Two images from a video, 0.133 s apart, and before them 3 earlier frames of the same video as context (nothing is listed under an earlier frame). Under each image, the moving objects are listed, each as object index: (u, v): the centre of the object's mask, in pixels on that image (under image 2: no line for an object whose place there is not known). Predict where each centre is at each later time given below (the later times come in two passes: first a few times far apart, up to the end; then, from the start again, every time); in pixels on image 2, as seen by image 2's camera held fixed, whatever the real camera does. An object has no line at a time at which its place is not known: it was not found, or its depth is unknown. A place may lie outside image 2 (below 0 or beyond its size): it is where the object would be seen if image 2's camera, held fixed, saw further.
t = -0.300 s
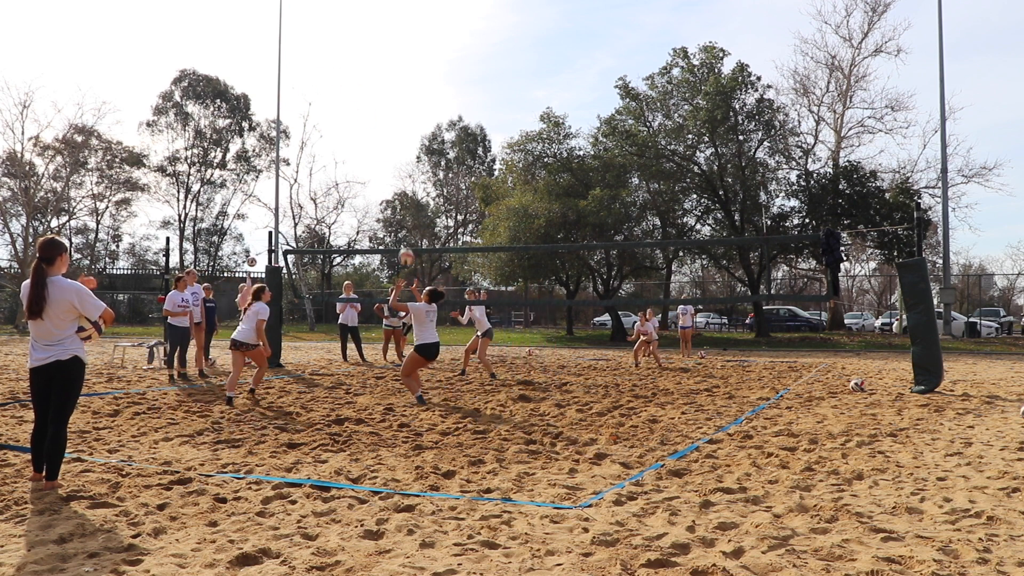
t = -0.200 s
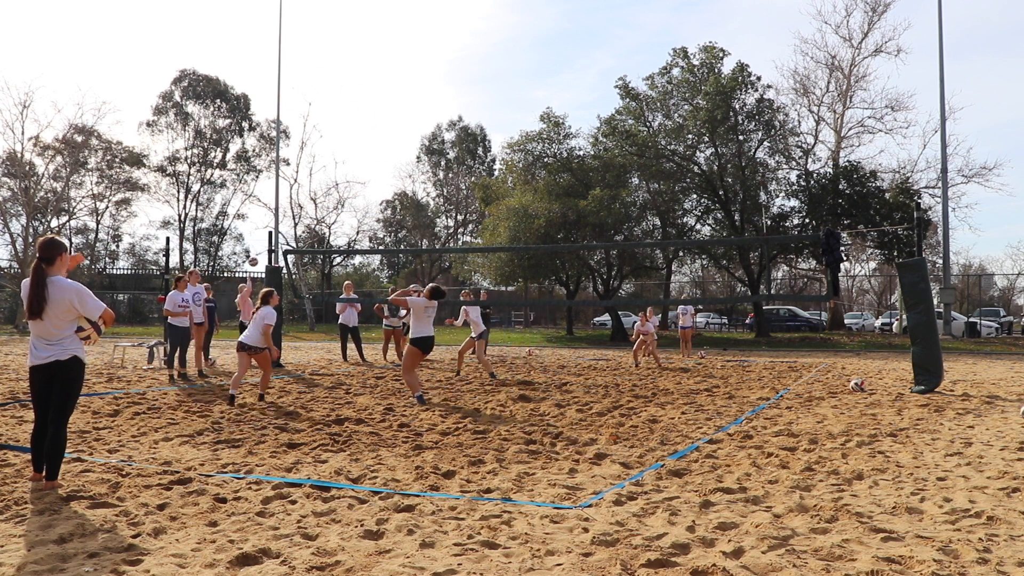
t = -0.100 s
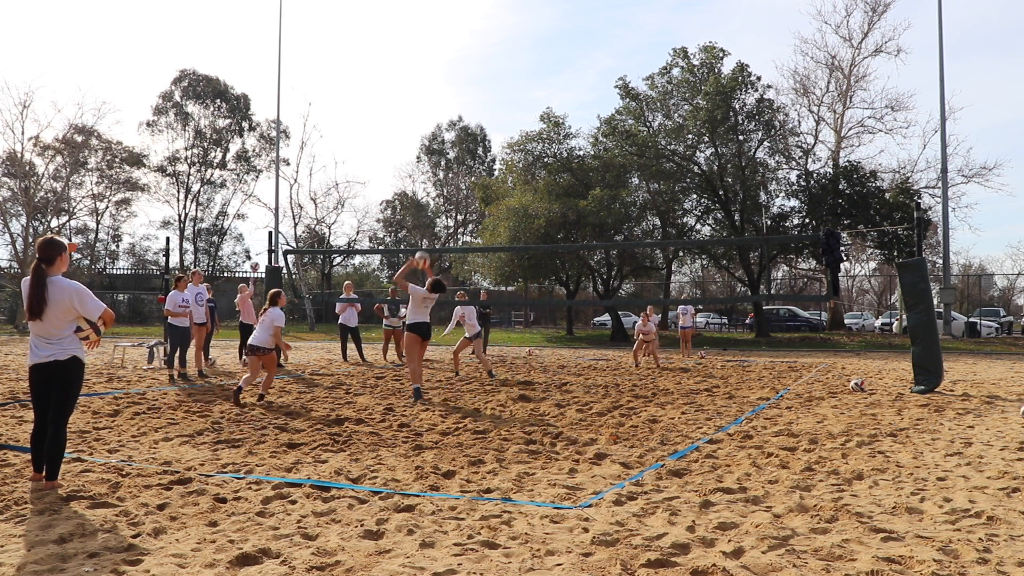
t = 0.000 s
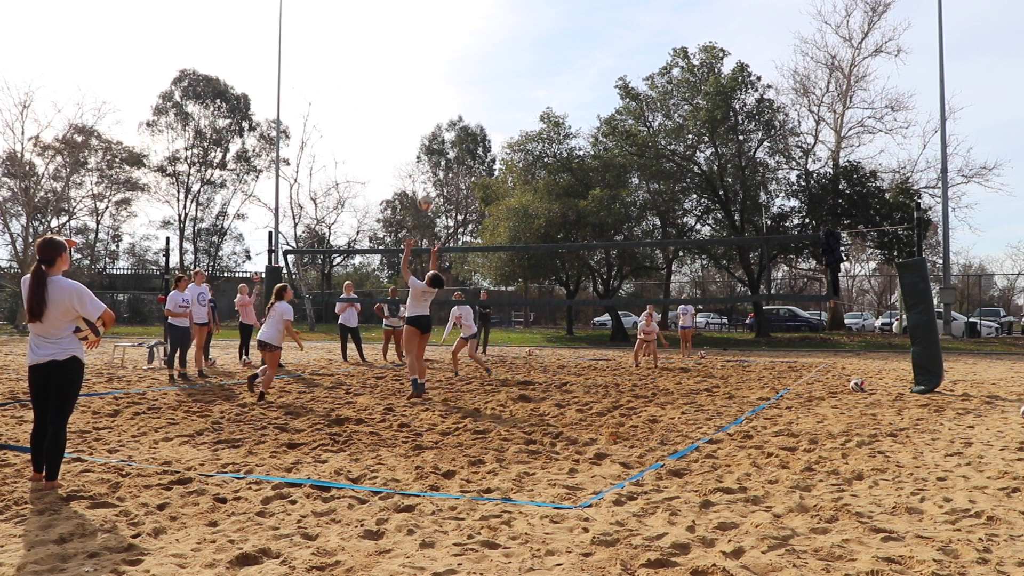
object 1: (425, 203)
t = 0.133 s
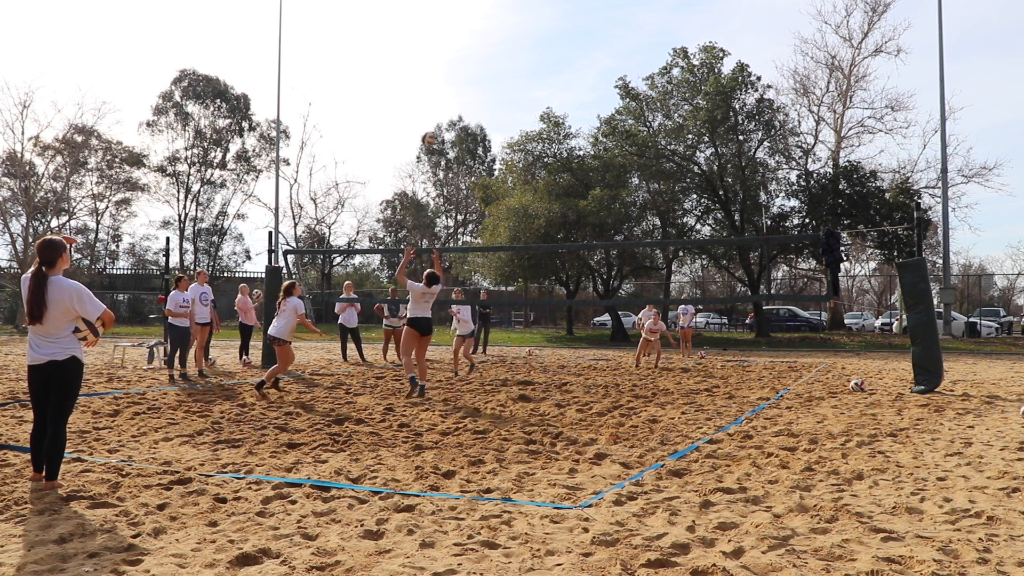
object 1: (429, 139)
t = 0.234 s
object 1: (431, 101)
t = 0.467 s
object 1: (434, 44)
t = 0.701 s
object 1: (436, 24)
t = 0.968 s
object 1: (439, 41)
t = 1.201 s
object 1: (441, 91)
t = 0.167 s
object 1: (429, 125)
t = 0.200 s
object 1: (430, 113)
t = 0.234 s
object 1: (431, 101)
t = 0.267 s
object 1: (431, 90)
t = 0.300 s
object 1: (432, 81)
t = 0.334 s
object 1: (432, 72)
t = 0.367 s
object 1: (433, 64)
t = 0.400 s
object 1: (433, 56)
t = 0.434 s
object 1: (433, 50)
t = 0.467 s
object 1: (434, 44)
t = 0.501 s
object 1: (434, 39)
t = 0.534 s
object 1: (435, 34)
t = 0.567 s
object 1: (435, 31)
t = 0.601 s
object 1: (435, 28)
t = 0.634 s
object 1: (436, 26)
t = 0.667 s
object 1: (436, 24)
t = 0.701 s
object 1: (436, 24)
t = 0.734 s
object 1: (437, 23)
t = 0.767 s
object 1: (437, 24)
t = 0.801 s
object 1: (437, 25)
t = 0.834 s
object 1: (438, 27)
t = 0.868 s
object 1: (438, 30)
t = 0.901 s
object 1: (438, 33)
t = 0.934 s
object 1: (439, 37)
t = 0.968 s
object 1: (439, 41)
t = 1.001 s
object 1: (439, 46)
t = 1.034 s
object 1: (440, 52)
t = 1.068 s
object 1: (440, 59)
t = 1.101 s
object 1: (440, 66)
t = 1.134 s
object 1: (441, 74)
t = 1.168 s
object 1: (441, 82)
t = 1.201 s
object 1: (441, 91)
